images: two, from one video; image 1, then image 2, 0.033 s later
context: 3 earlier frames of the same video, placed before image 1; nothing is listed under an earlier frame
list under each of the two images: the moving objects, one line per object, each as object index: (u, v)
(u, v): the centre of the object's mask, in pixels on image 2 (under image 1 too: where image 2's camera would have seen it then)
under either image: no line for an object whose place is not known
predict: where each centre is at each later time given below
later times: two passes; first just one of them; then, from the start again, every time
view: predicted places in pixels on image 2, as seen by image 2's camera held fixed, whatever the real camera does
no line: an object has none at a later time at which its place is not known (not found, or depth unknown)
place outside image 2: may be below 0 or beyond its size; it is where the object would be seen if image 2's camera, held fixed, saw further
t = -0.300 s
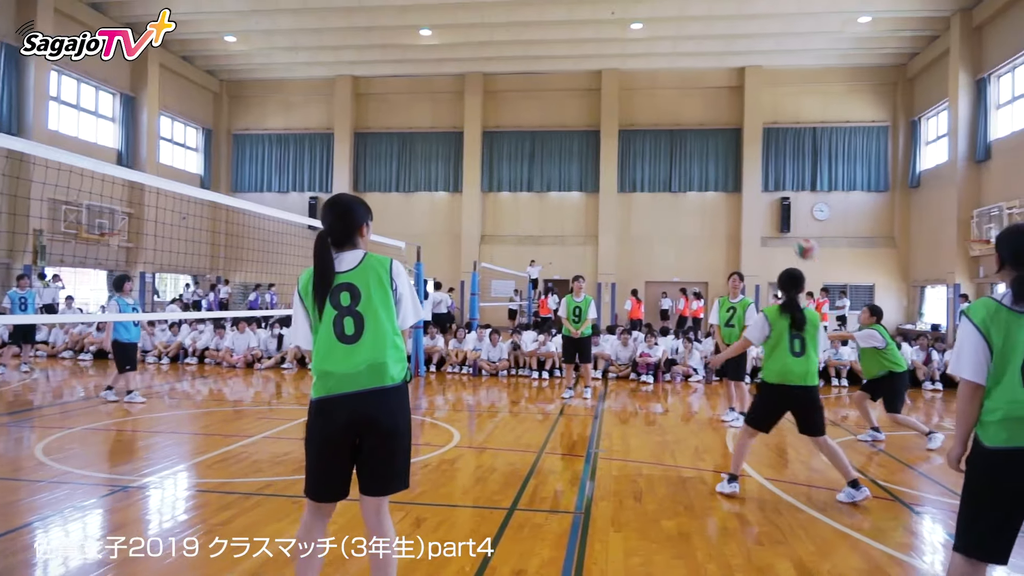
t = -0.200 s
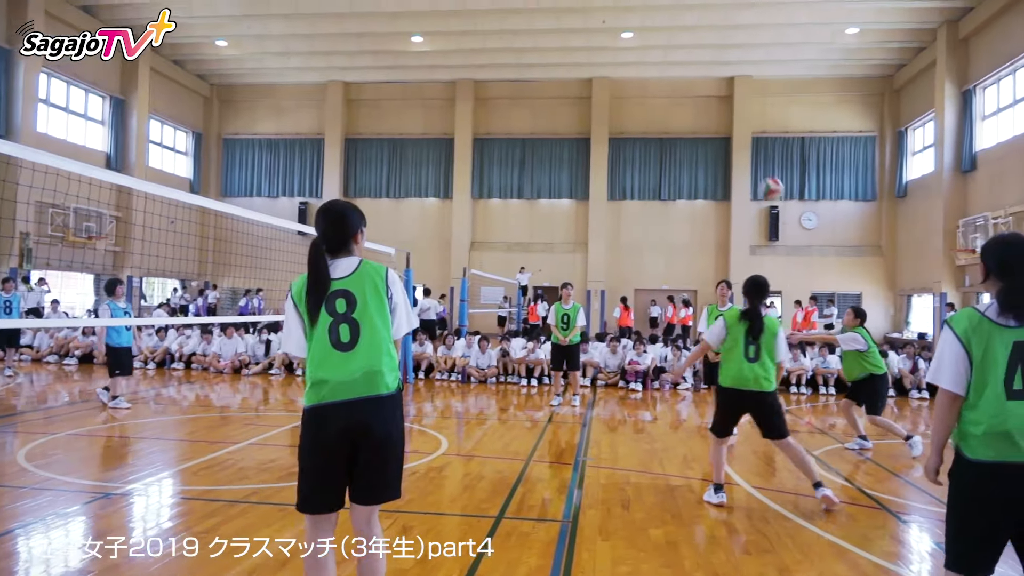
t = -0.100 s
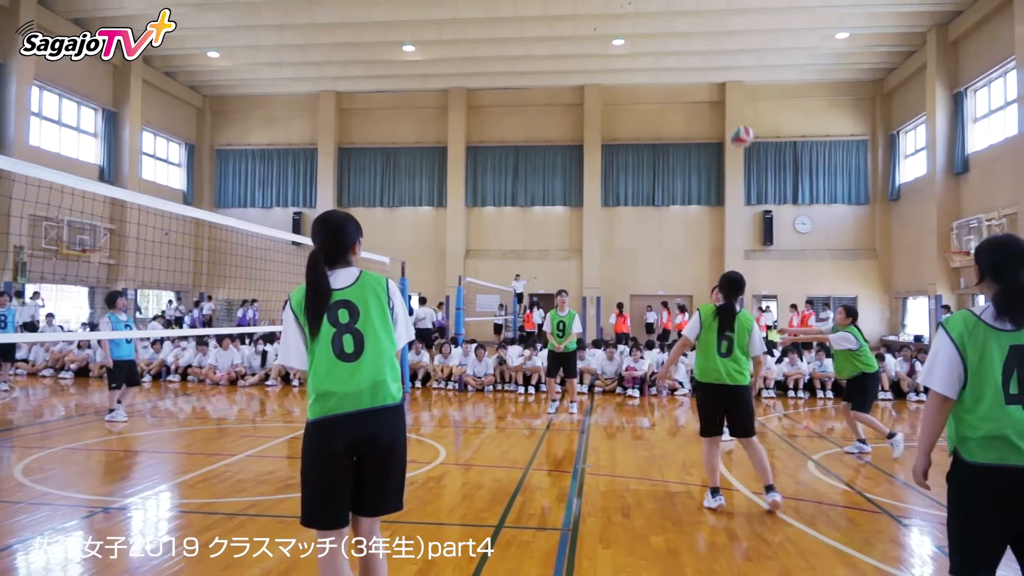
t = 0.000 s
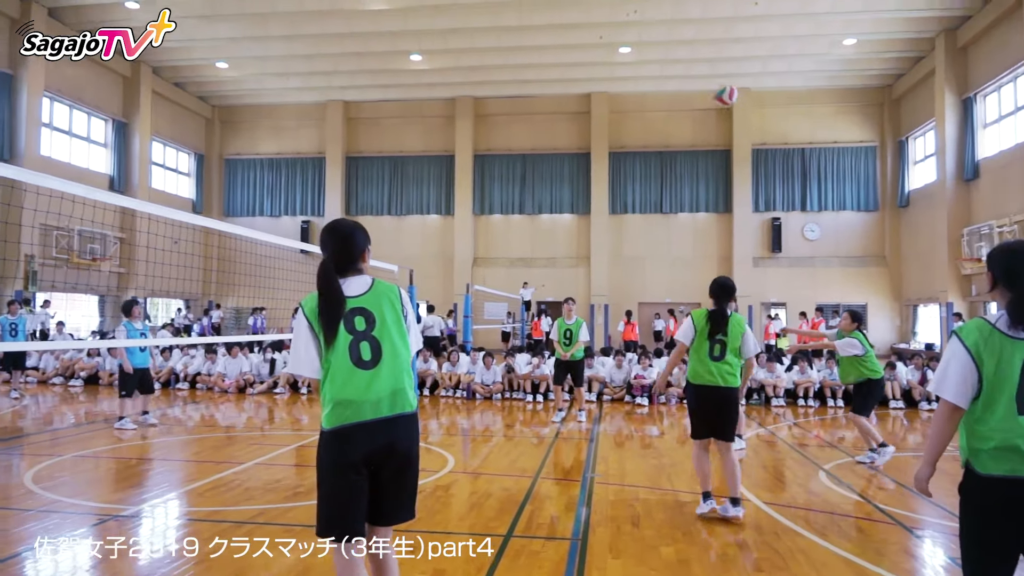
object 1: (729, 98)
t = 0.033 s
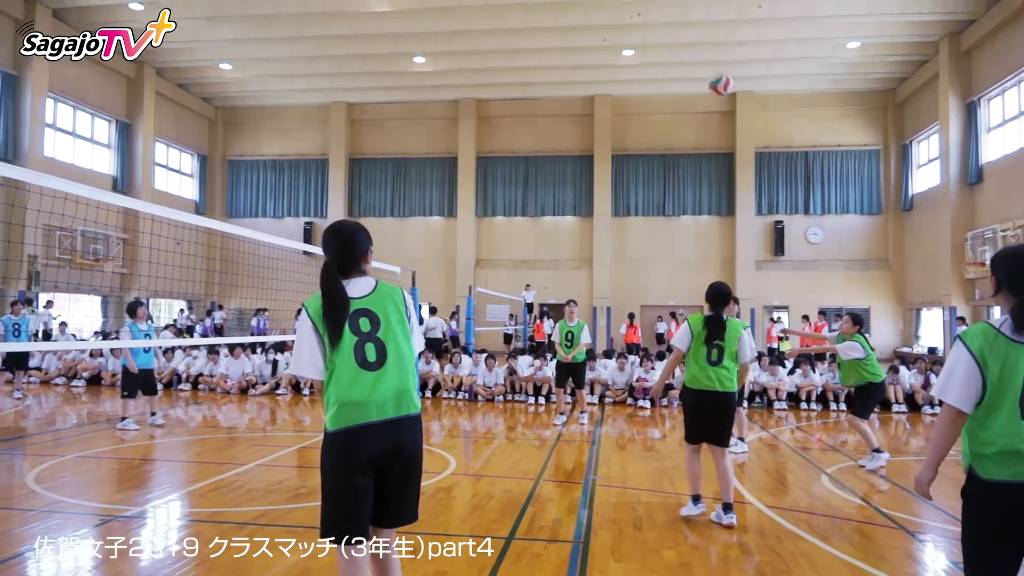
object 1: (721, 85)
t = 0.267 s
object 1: (668, 25)
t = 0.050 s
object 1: (717, 79)
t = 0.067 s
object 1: (713, 73)
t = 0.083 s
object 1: (710, 67)
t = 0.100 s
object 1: (706, 62)
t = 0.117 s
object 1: (702, 58)
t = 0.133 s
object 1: (698, 53)
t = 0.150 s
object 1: (695, 49)
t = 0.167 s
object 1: (691, 44)
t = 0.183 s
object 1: (687, 40)
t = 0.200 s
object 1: (684, 37)
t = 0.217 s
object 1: (679, 34)
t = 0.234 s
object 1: (676, 30)
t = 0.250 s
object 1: (672, 28)
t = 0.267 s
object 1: (668, 25)
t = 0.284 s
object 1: (664, 23)
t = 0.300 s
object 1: (660, 21)
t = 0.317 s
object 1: (657, 19)
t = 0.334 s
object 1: (653, 18)
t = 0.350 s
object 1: (649, 18)
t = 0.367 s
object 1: (645, 17)
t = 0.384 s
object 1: (642, 17)
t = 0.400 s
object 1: (638, 17)
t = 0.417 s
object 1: (635, 18)
